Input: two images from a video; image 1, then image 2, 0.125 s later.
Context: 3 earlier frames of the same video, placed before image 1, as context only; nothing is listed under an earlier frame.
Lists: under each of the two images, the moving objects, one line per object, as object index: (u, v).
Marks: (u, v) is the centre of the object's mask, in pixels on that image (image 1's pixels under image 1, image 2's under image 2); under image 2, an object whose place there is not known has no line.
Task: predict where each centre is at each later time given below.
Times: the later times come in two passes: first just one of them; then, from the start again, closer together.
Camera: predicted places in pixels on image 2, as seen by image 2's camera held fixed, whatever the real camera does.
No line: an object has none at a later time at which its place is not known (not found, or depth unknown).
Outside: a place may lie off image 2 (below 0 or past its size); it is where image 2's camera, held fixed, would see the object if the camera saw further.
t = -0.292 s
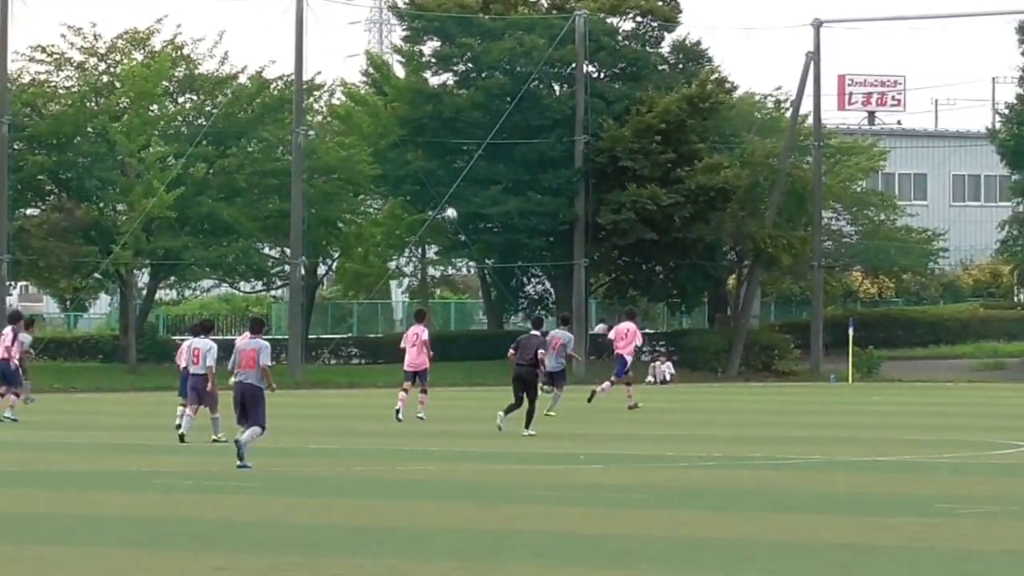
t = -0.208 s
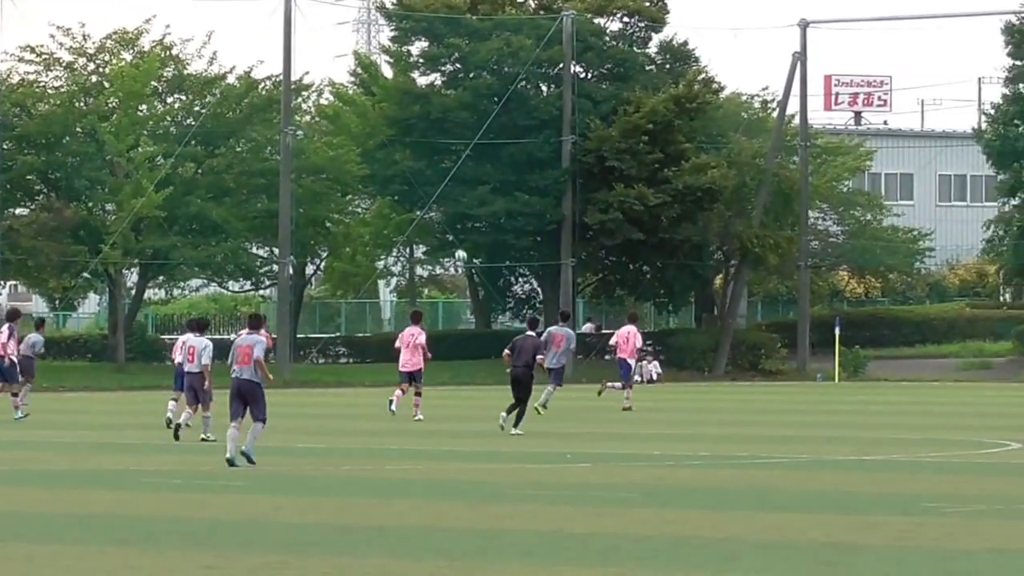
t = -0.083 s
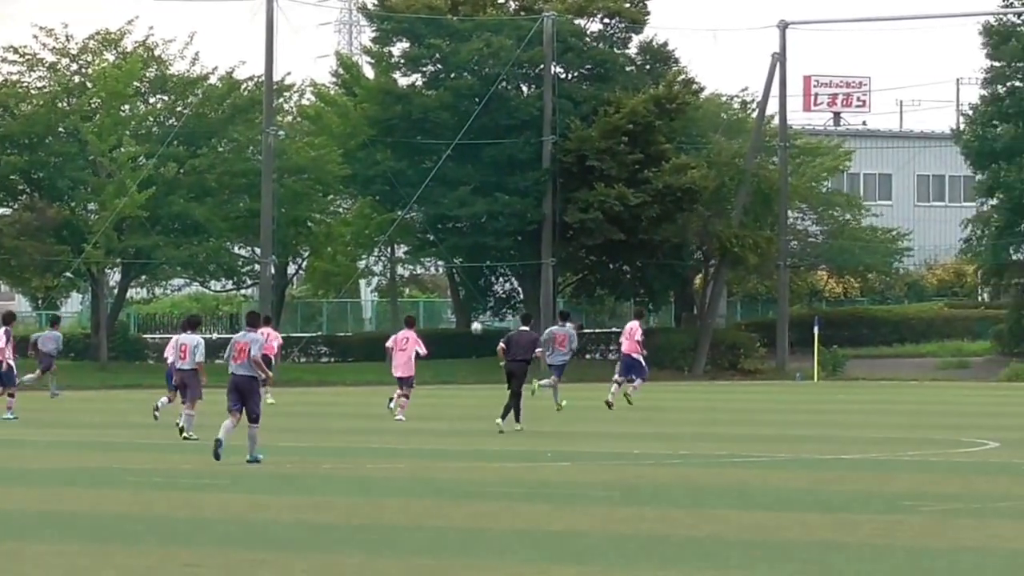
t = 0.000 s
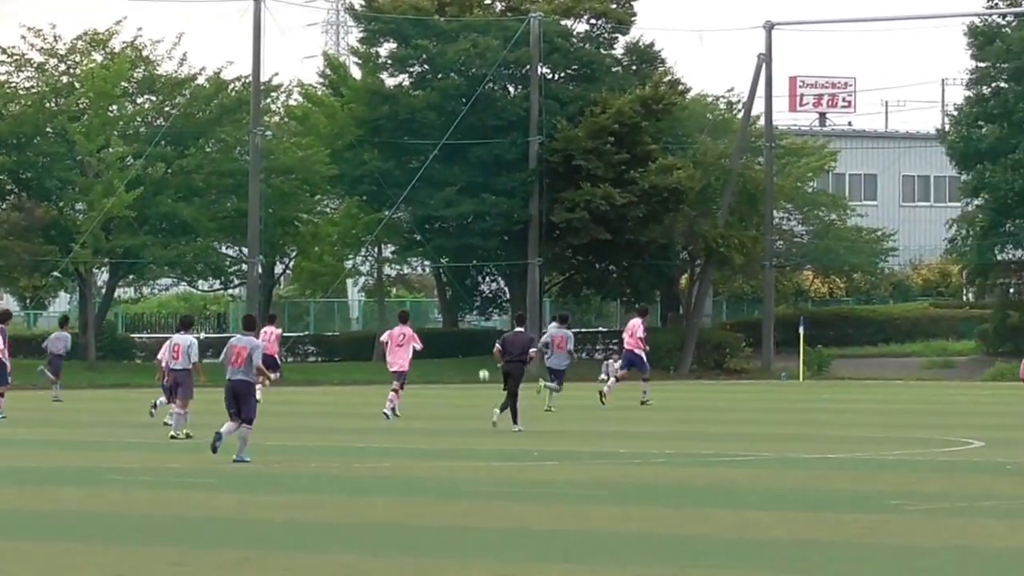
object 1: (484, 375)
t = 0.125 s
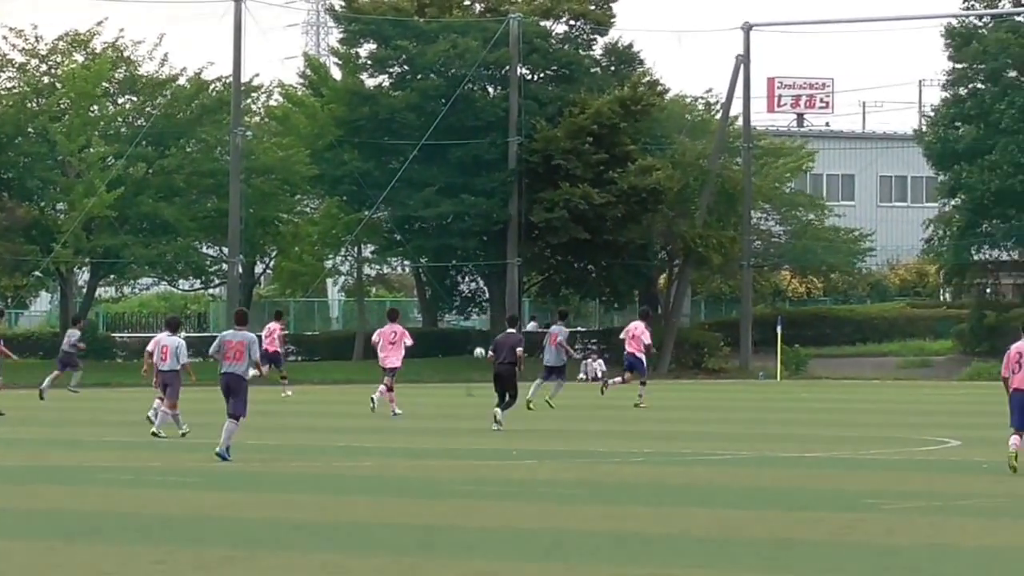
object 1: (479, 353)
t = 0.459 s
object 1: (513, 241)
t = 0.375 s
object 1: (504, 263)
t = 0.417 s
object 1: (510, 249)
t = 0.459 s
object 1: (513, 241)
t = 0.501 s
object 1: (518, 230)
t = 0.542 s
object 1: (521, 223)
